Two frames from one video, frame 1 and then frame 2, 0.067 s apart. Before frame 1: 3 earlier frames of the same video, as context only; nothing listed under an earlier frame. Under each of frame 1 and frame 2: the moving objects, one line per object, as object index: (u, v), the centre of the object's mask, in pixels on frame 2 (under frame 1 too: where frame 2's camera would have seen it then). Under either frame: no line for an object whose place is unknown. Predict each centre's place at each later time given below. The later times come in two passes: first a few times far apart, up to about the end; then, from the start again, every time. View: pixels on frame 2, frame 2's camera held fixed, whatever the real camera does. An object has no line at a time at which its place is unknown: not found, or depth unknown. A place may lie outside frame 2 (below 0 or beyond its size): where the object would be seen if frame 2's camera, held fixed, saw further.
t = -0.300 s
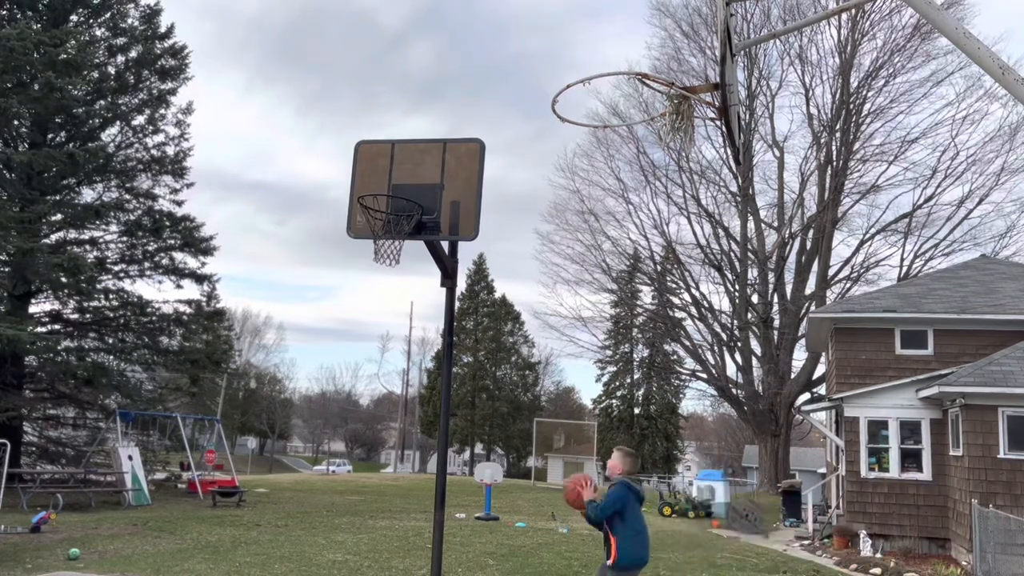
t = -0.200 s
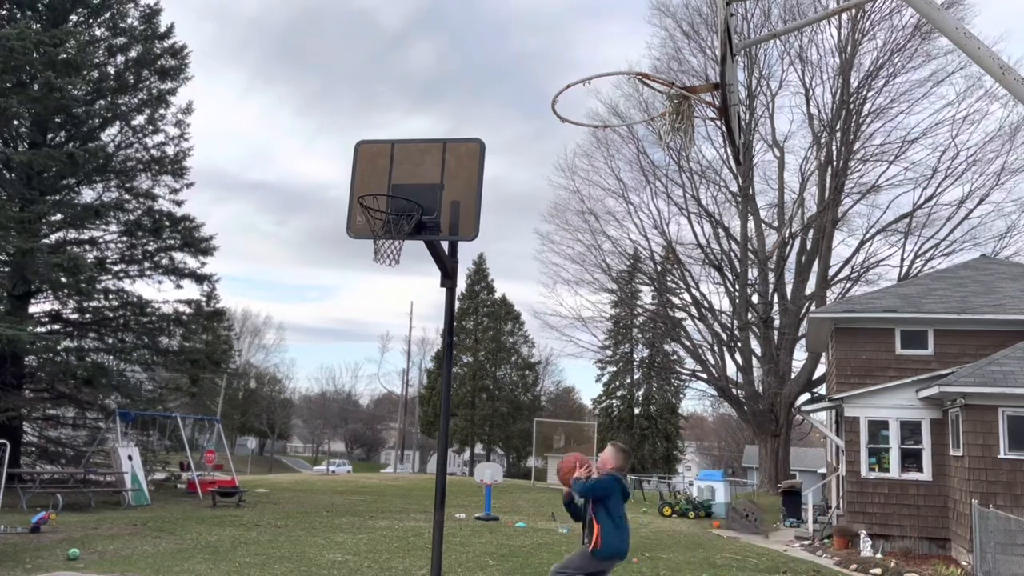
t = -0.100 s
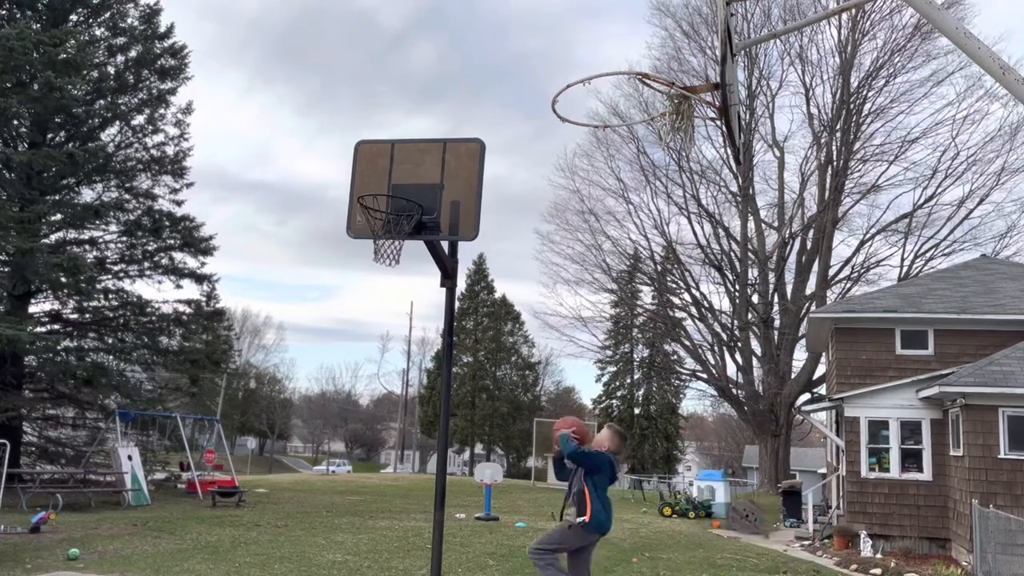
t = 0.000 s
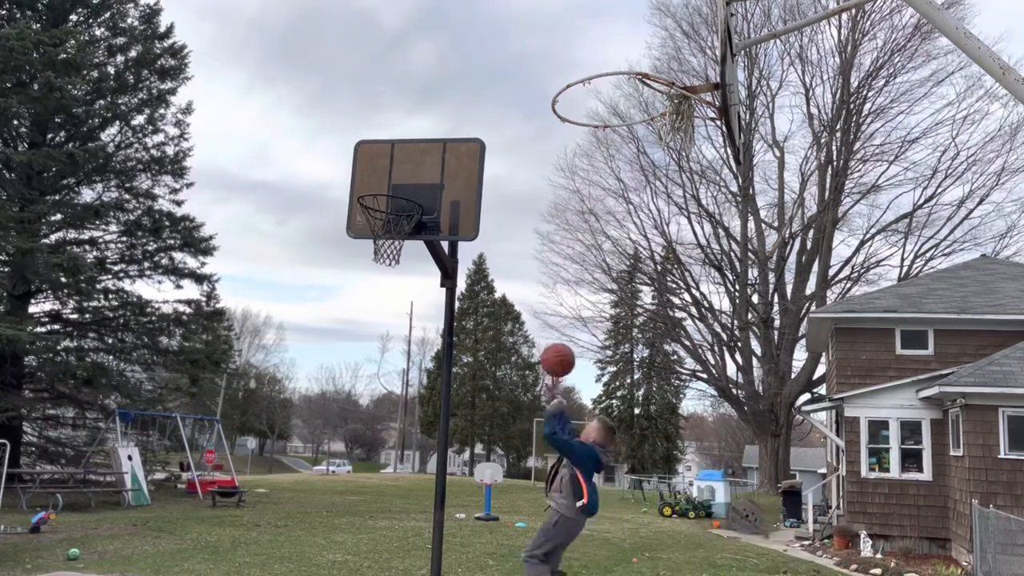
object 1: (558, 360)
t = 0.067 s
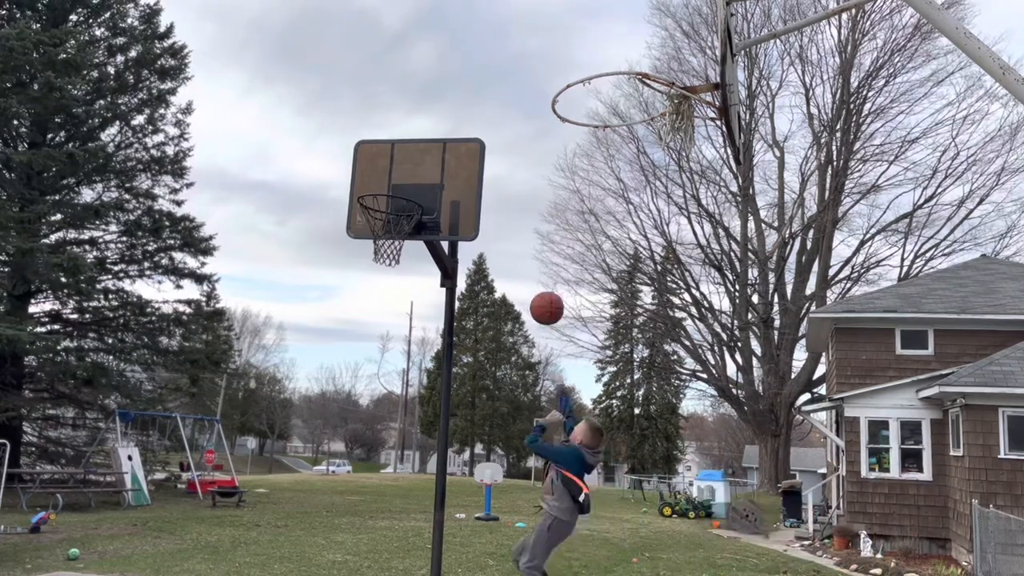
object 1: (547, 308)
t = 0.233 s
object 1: (520, 211)
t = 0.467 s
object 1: (482, 144)
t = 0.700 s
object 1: (443, 150)
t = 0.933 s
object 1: (407, 187)
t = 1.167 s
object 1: (378, 229)
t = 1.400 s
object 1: (380, 254)
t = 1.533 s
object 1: (389, 290)
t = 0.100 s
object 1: (541, 285)
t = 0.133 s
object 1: (536, 264)
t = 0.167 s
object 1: (530, 245)
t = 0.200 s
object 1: (525, 227)
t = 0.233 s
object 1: (520, 211)
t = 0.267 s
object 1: (514, 197)
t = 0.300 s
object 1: (509, 184)
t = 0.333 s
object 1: (503, 173)
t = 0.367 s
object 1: (498, 164)
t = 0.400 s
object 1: (493, 156)
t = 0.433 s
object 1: (487, 149)
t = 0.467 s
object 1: (482, 144)
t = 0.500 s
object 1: (476, 140)
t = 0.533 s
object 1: (470, 139)
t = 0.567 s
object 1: (465, 138)
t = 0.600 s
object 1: (459, 139)
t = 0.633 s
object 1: (454, 141)
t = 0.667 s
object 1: (448, 145)
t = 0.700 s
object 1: (443, 150)
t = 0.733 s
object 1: (437, 157)
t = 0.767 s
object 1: (431, 166)
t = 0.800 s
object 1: (425, 175)
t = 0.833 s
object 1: (420, 185)
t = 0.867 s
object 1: (414, 189)
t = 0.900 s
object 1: (411, 187)
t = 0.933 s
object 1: (407, 187)
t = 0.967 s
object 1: (403, 188)
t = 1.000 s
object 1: (397, 195)
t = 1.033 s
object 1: (396, 198)
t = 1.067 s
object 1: (390, 204)
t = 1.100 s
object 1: (384, 215)
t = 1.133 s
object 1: (380, 221)
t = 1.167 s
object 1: (378, 229)
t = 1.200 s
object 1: (375, 235)
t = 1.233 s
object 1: (375, 236)
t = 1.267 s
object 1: (375, 237)
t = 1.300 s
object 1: (376, 239)
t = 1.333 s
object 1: (377, 242)
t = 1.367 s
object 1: (379, 247)
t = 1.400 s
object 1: (380, 254)
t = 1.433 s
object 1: (383, 261)
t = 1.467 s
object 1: (385, 269)
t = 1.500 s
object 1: (387, 279)
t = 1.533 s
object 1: (389, 290)
